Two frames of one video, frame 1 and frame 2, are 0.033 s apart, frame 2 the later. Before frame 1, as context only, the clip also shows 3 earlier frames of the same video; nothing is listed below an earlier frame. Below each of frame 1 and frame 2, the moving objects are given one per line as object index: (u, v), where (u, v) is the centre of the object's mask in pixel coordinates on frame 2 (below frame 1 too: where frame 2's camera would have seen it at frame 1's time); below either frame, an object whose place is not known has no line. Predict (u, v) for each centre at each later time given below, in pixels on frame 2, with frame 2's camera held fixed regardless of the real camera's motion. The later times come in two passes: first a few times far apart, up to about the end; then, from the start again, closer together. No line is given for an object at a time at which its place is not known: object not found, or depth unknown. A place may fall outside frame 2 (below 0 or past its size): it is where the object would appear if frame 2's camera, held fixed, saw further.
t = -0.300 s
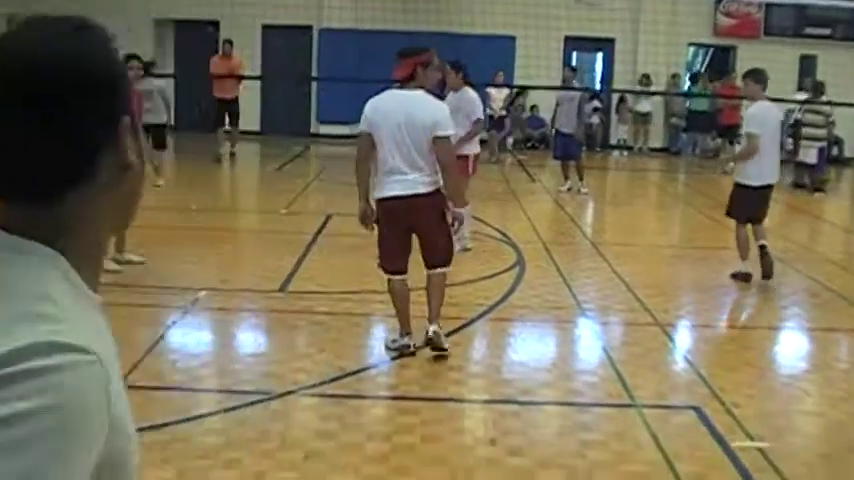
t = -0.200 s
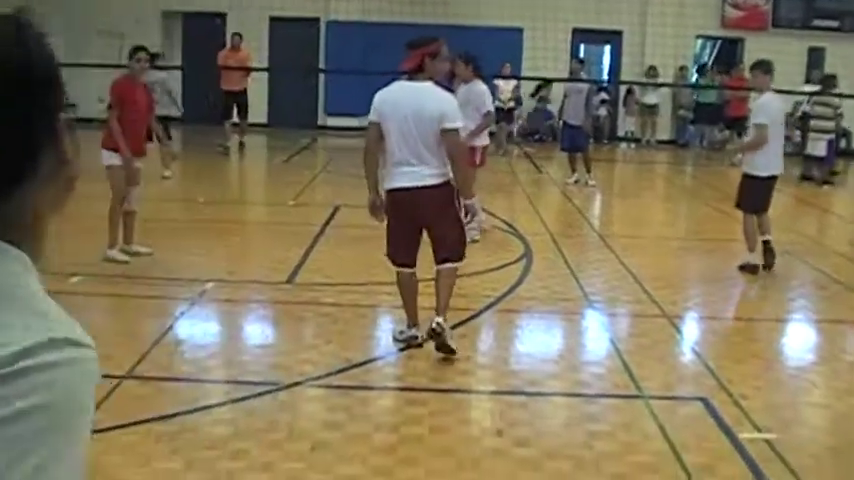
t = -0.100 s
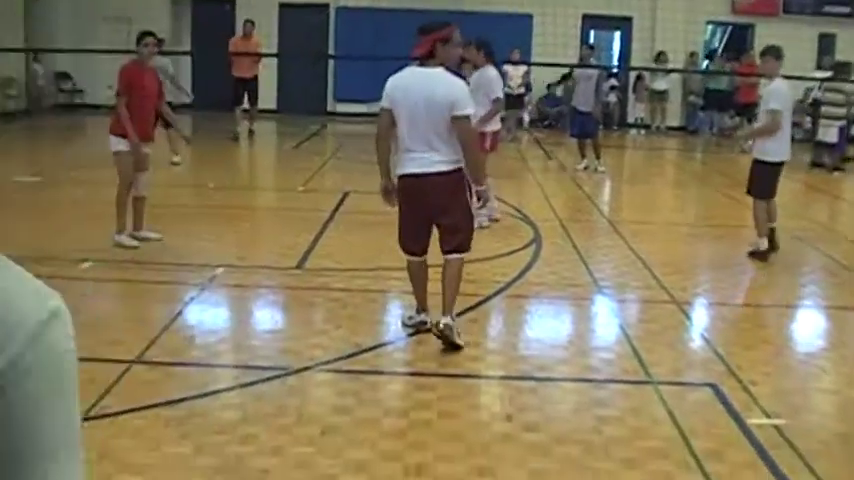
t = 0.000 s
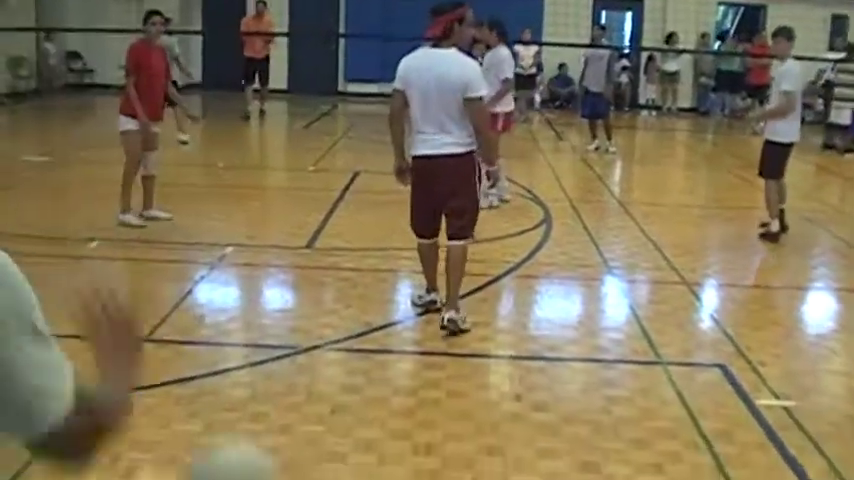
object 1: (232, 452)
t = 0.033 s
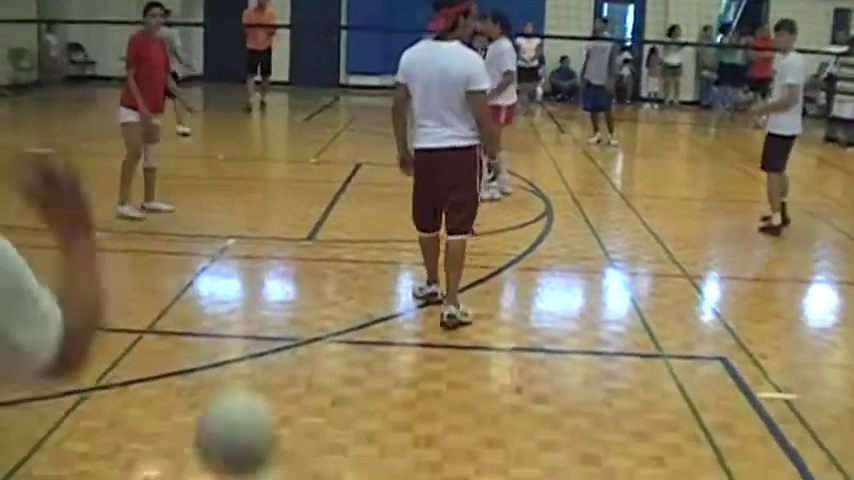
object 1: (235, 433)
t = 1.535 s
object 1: (279, 118)
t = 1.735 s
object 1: (275, 118)
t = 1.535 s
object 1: (279, 118)
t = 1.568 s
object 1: (278, 116)
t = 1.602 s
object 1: (277, 116)
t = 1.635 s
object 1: (277, 116)
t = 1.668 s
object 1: (276, 114)
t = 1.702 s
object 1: (276, 116)
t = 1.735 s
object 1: (275, 118)
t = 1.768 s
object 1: (274, 121)
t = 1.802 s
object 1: (273, 126)
